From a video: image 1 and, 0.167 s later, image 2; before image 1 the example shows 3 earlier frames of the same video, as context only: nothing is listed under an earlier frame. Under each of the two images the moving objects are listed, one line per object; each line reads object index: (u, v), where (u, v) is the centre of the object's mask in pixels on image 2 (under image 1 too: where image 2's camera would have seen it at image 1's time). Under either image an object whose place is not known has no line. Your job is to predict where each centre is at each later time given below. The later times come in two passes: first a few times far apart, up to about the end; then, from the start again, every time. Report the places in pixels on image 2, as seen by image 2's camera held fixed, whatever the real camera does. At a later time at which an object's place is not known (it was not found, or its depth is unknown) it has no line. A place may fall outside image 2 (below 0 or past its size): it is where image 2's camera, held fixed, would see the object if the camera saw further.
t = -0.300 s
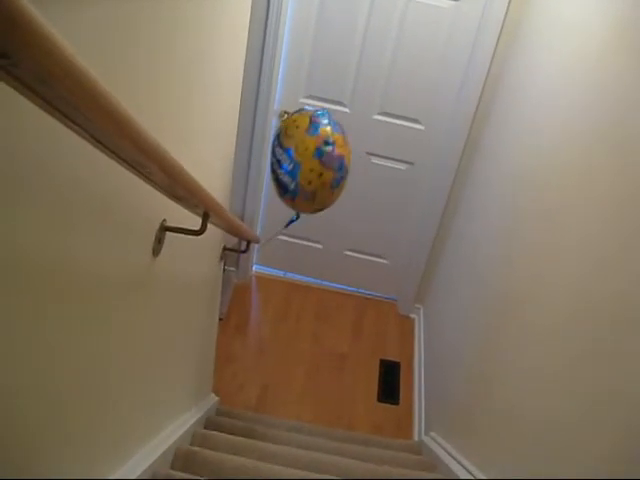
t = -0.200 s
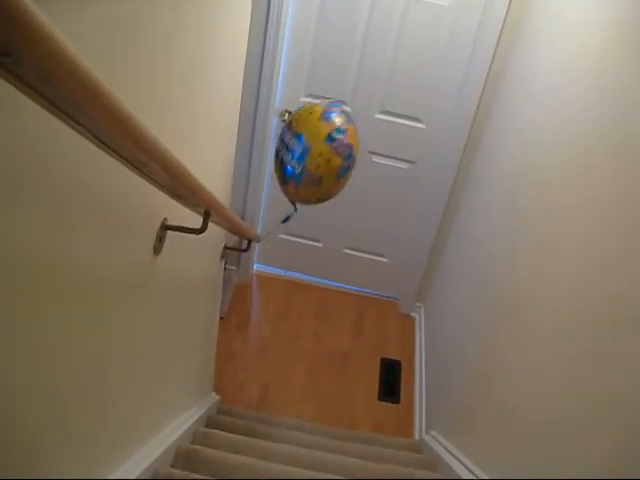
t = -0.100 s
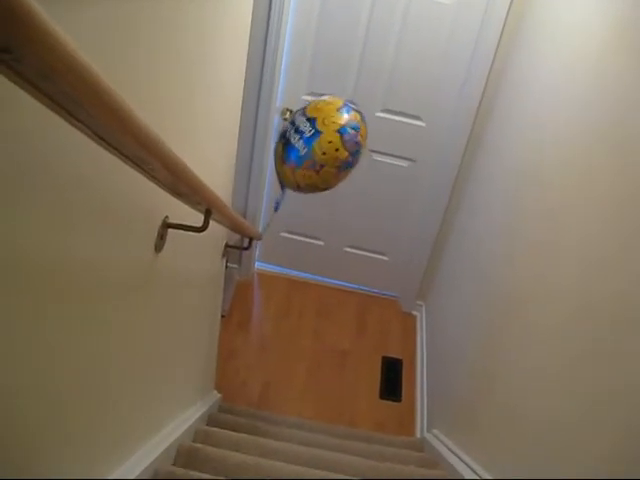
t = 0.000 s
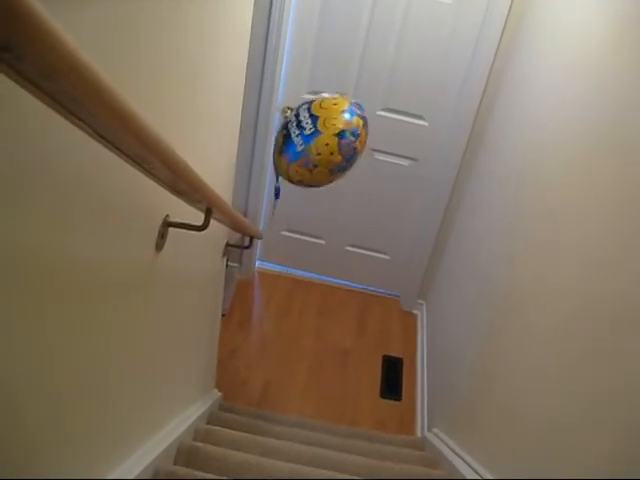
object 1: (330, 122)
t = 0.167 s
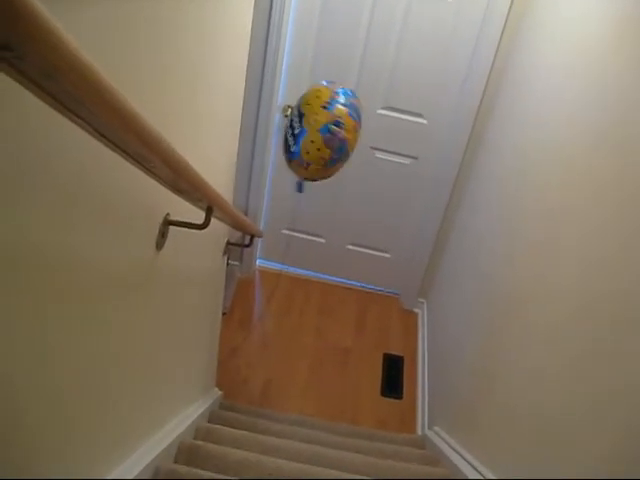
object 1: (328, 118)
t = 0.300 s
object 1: (323, 108)
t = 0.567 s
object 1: (331, 94)
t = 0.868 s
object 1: (343, 79)
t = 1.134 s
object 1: (349, 67)
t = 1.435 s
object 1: (337, 70)
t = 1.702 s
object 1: (329, 62)
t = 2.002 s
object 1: (327, 59)
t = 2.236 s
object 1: (328, 60)
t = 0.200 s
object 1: (328, 116)
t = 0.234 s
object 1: (326, 111)
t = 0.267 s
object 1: (323, 110)
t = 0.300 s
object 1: (323, 108)
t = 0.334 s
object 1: (322, 107)
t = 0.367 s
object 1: (322, 105)
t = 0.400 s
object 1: (323, 103)
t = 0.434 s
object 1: (324, 101)
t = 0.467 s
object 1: (325, 99)
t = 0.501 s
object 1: (326, 98)
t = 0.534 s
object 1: (329, 95)
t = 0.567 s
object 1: (331, 94)
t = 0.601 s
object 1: (332, 93)
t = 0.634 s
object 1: (334, 93)
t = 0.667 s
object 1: (336, 91)
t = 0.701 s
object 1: (337, 90)
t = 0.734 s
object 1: (338, 88)
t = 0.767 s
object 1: (340, 86)
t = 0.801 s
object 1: (341, 84)
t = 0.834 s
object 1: (342, 82)
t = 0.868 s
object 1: (343, 79)
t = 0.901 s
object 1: (344, 77)
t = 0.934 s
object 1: (345, 75)
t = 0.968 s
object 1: (346, 73)
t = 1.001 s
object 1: (347, 71)
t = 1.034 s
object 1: (347, 70)
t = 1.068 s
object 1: (347, 69)
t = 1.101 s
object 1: (348, 68)
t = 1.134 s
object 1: (349, 67)
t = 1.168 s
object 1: (342, 73)
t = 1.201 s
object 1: (341, 73)
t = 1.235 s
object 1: (341, 72)
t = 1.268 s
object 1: (341, 71)
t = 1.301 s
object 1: (340, 72)
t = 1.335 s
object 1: (339, 72)
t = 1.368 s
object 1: (338, 71)
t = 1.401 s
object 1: (337, 71)
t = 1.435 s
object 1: (337, 70)
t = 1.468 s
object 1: (335, 70)
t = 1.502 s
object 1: (336, 63)
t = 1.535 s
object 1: (335, 63)
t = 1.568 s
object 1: (334, 63)
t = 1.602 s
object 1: (333, 63)
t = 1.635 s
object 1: (331, 62)
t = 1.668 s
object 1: (330, 62)
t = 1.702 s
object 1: (329, 62)
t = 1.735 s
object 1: (328, 61)
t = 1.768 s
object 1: (328, 62)
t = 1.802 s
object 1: (327, 61)
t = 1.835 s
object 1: (327, 62)
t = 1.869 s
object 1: (327, 61)
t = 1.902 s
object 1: (327, 61)
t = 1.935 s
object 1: (326, 60)
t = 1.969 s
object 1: (326, 60)
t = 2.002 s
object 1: (327, 59)
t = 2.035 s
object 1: (327, 59)
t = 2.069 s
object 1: (329, 59)
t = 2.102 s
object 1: (329, 58)
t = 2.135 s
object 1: (333, 59)
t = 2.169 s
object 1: (324, 61)
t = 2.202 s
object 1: (329, 62)
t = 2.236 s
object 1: (328, 60)
